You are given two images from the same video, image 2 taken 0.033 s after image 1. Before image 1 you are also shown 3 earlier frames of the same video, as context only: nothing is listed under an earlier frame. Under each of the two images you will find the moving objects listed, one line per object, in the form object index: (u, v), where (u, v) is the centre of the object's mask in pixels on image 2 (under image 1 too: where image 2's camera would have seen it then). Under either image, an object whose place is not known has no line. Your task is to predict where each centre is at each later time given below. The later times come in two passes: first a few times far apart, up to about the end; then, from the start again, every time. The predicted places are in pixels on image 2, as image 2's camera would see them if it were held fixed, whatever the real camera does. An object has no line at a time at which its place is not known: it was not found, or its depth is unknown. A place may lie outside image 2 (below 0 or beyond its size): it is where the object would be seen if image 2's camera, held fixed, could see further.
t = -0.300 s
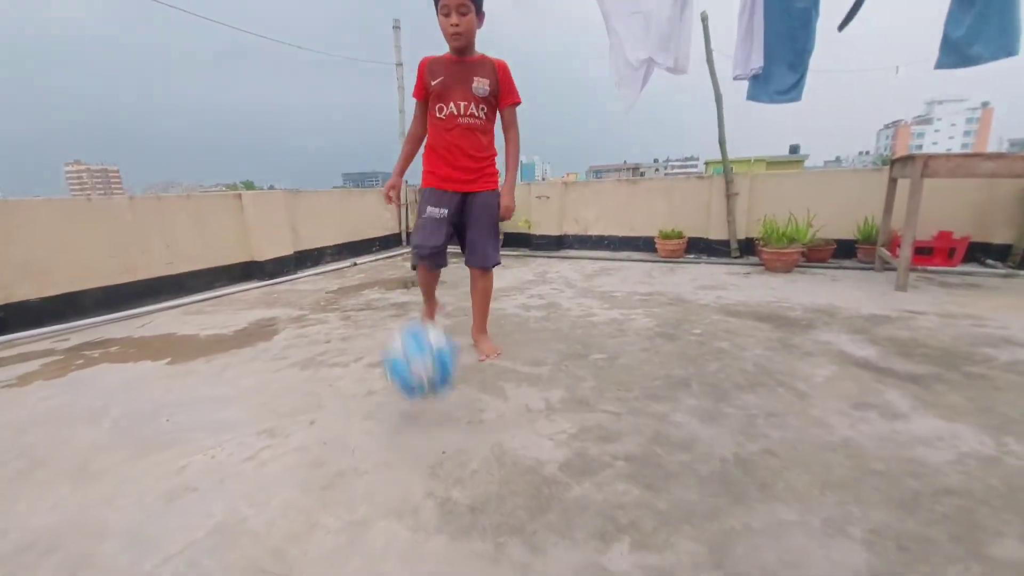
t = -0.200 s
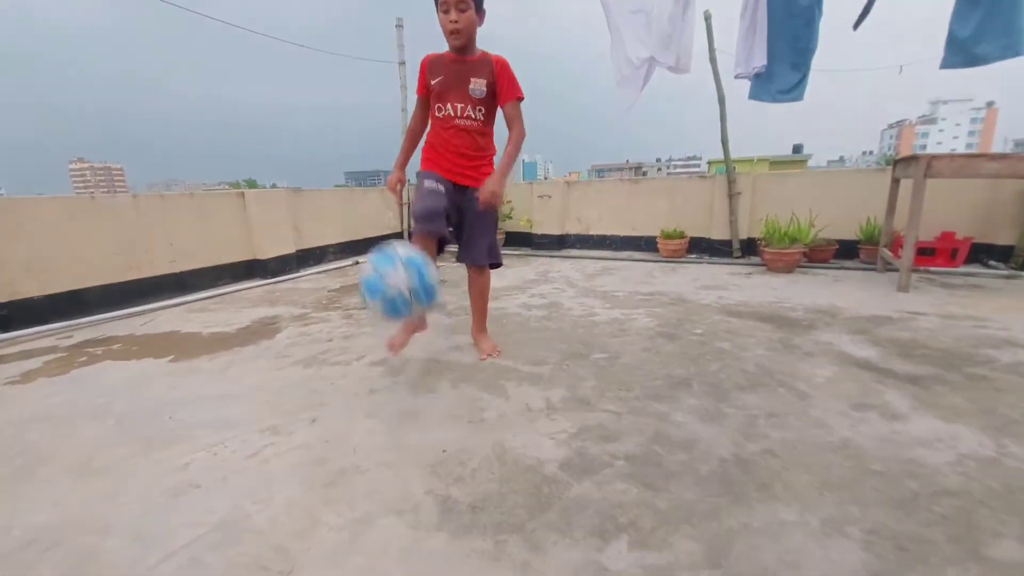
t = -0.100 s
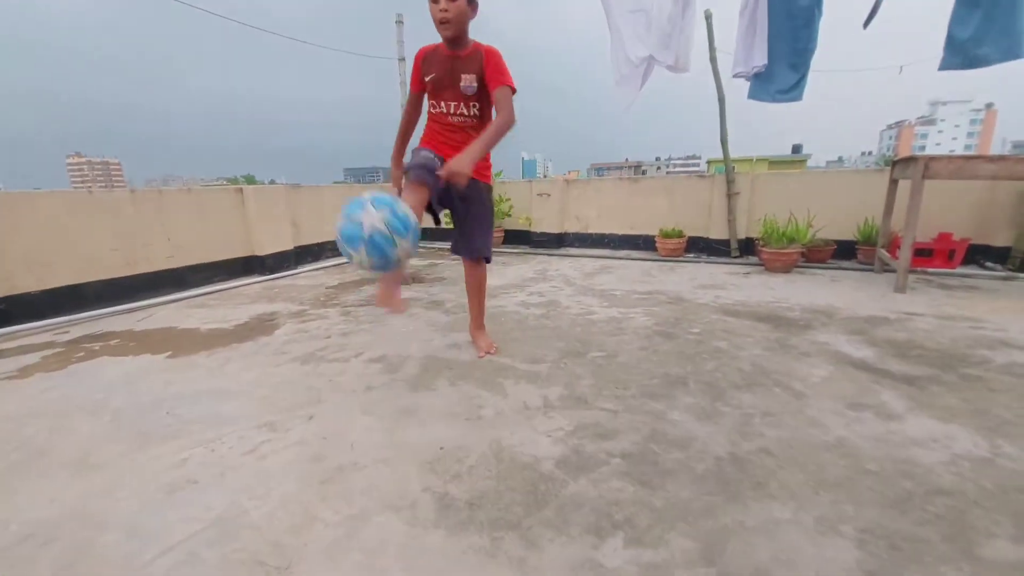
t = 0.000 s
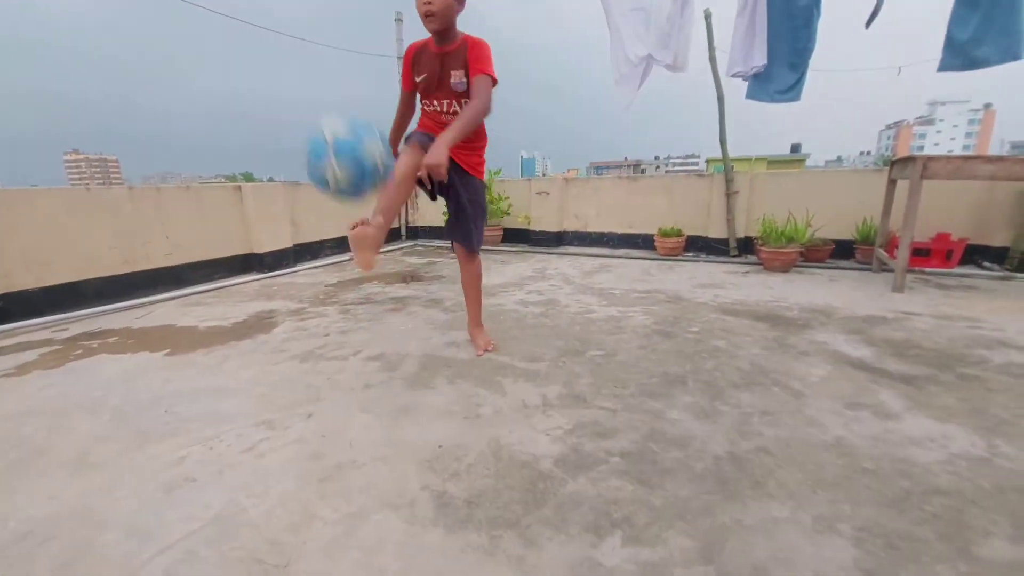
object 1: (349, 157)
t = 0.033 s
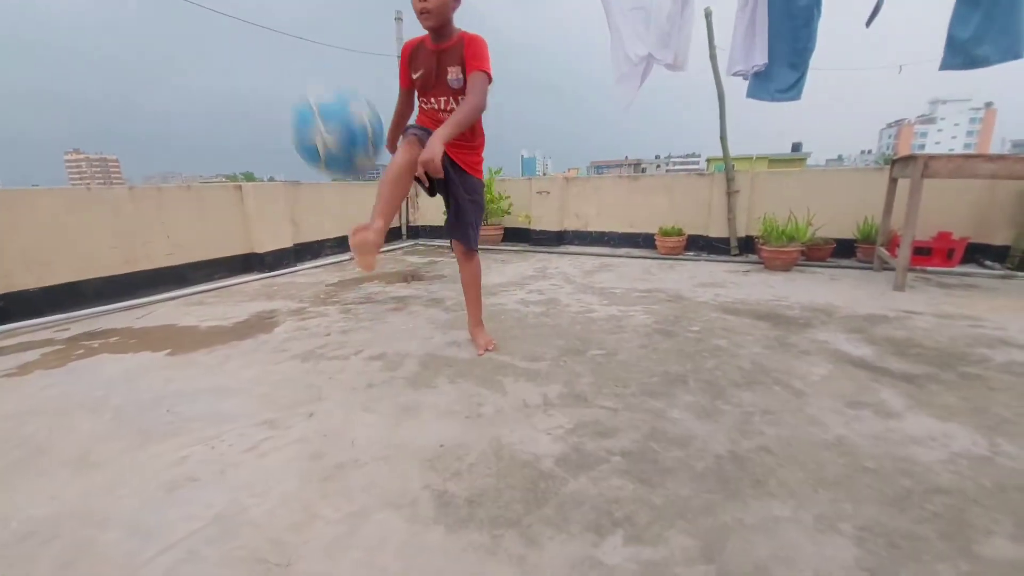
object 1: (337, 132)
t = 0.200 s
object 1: (286, 63)
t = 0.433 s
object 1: (242, 179)
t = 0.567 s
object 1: (242, 341)
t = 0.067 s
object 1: (327, 112)
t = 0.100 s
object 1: (316, 92)
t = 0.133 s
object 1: (306, 78)
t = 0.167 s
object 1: (295, 68)
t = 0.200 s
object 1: (286, 63)
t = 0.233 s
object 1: (277, 63)
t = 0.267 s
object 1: (268, 69)
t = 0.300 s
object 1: (262, 81)
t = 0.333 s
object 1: (257, 98)
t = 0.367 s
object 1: (251, 120)
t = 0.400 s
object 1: (246, 148)
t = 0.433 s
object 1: (242, 179)
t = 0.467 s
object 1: (244, 219)
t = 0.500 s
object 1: (242, 253)
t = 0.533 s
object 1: (240, 295)
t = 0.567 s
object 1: (242, 341)
